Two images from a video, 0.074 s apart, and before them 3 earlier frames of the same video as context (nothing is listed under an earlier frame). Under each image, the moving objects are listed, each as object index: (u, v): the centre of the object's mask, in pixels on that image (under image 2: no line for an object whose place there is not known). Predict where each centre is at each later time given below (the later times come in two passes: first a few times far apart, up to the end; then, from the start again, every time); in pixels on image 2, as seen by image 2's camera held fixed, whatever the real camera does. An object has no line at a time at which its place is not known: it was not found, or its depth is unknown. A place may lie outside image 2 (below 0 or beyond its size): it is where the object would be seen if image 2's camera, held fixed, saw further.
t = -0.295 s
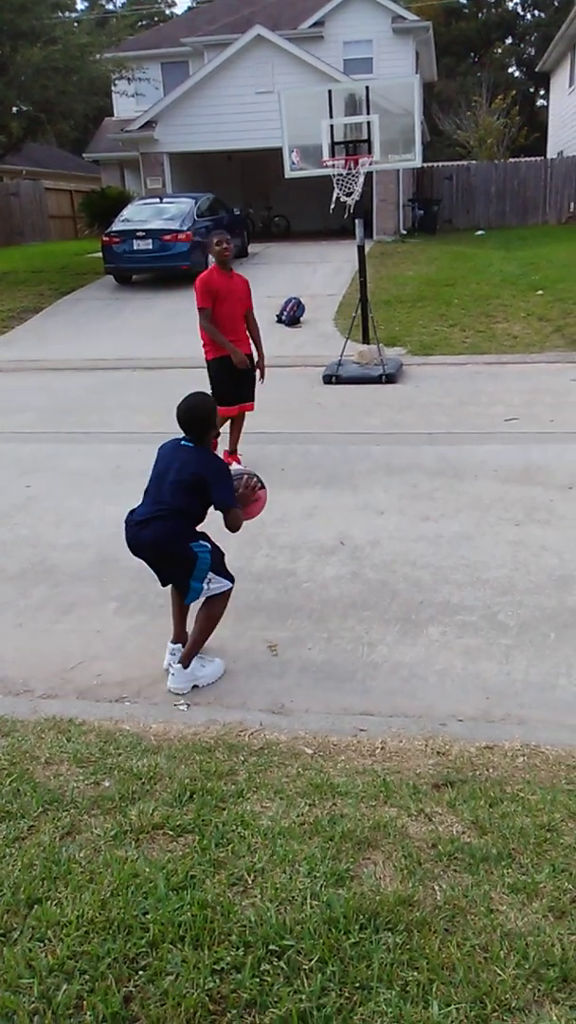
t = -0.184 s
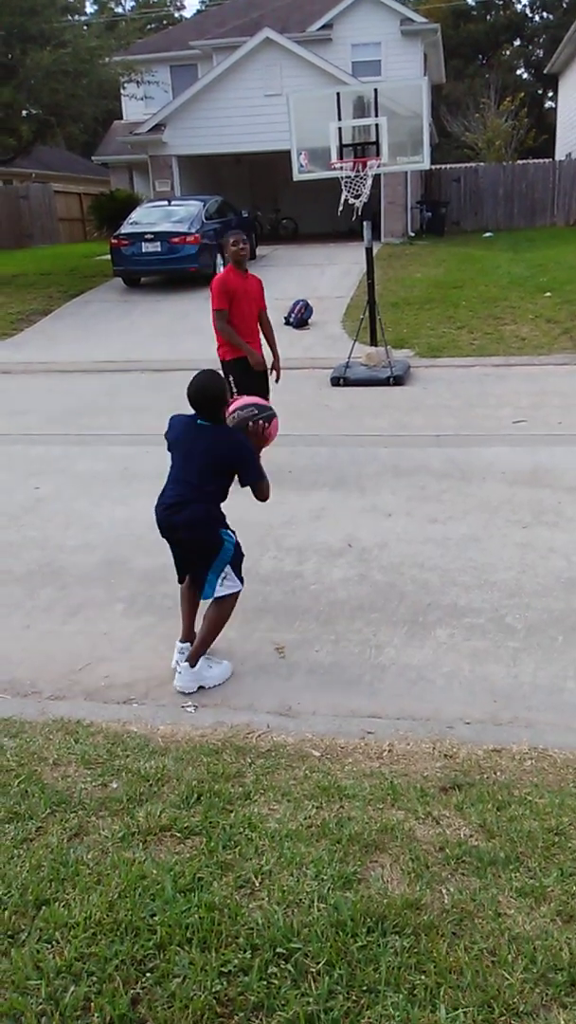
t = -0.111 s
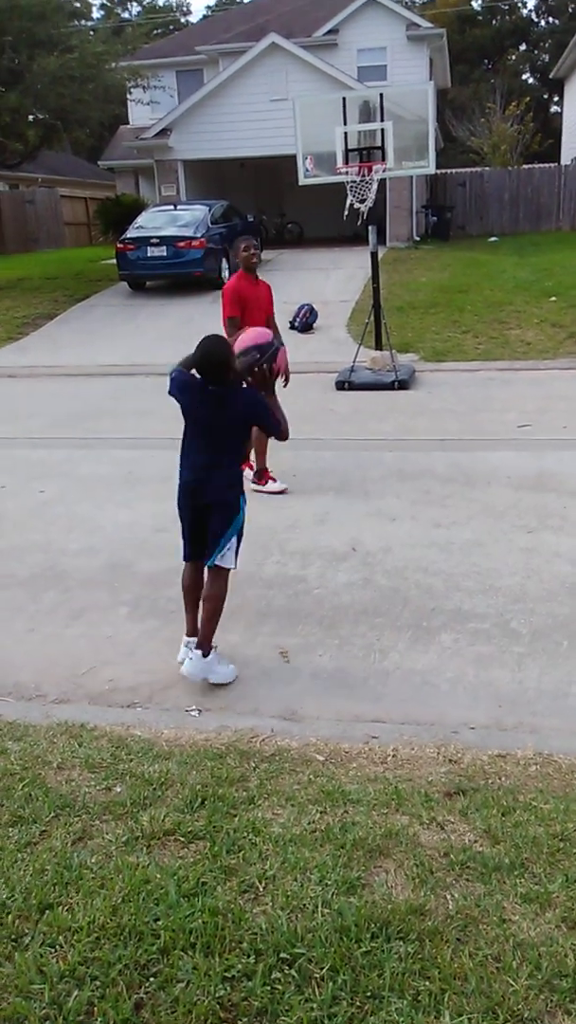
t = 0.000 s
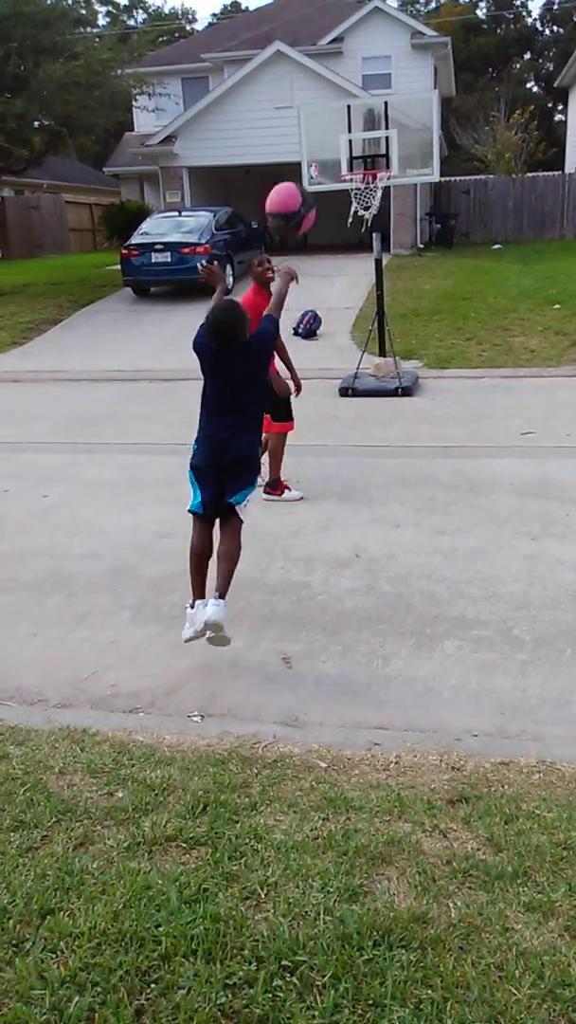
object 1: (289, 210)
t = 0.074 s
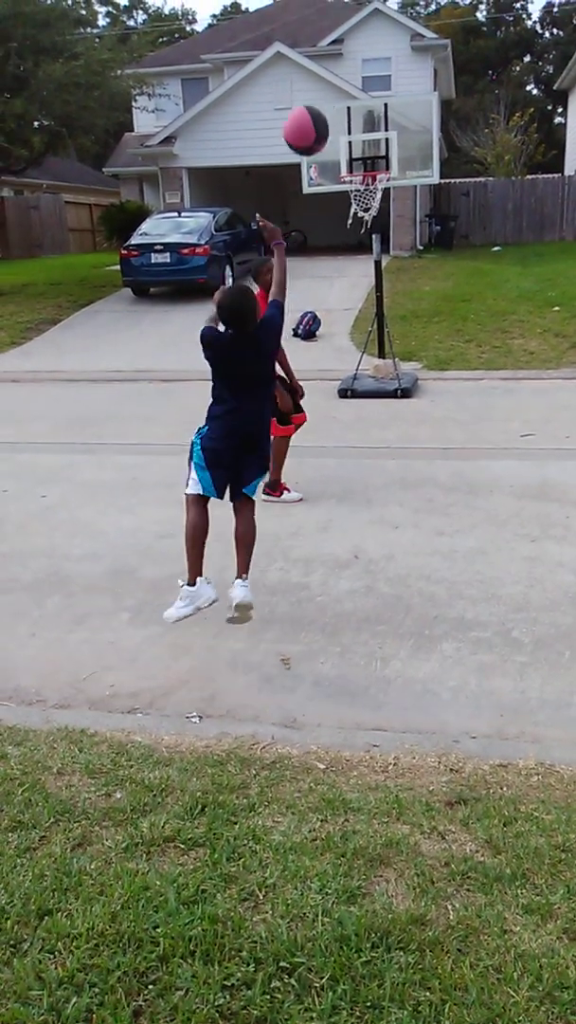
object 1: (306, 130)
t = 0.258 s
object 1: (334, 22)
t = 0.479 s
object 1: (357, 5)
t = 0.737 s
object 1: (375, 60)
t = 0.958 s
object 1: (379, 139)
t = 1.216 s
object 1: (352, 146)
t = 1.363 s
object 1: (334, 170)
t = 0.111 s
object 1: (313, 99)
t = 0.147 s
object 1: (319, 74)
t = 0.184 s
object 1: (325, 51)
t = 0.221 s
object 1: (330, 34)
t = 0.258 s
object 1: (334, 22)
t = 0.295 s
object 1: (338, 14)
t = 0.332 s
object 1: (343, 10)
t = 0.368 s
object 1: (346, 7)
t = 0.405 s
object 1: (350, 6)
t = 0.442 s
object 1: (354, 5)
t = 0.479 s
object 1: (357, 5)
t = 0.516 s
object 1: (360, 6)
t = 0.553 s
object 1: (363, 9)
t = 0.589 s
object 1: (366, 17)
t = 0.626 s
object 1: (368, 27)
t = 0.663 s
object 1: (370, 36)
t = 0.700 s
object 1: (373, 48)
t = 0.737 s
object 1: (375, 60)
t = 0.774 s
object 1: (376, 73)
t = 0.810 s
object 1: (379, 88)
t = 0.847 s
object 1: (381, 103)
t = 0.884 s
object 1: (381, 117)
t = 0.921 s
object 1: (381, 127)
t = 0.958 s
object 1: (379, 139)
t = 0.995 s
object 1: (378, 153)
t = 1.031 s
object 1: (377, 162)
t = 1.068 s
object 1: (371, 156)
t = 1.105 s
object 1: (367, 151)
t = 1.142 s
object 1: (362, 147)
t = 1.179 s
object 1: (355, 146)
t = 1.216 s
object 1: (352, 146)
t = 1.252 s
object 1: (347, 150)
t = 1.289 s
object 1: (343, 154)
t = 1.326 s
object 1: (339, 161)
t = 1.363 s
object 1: (334, 170)
